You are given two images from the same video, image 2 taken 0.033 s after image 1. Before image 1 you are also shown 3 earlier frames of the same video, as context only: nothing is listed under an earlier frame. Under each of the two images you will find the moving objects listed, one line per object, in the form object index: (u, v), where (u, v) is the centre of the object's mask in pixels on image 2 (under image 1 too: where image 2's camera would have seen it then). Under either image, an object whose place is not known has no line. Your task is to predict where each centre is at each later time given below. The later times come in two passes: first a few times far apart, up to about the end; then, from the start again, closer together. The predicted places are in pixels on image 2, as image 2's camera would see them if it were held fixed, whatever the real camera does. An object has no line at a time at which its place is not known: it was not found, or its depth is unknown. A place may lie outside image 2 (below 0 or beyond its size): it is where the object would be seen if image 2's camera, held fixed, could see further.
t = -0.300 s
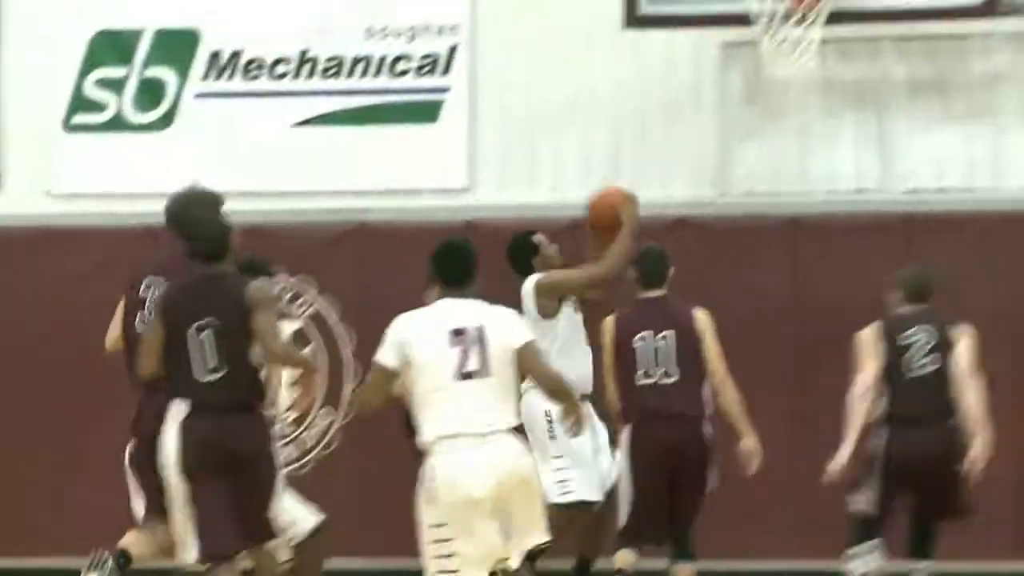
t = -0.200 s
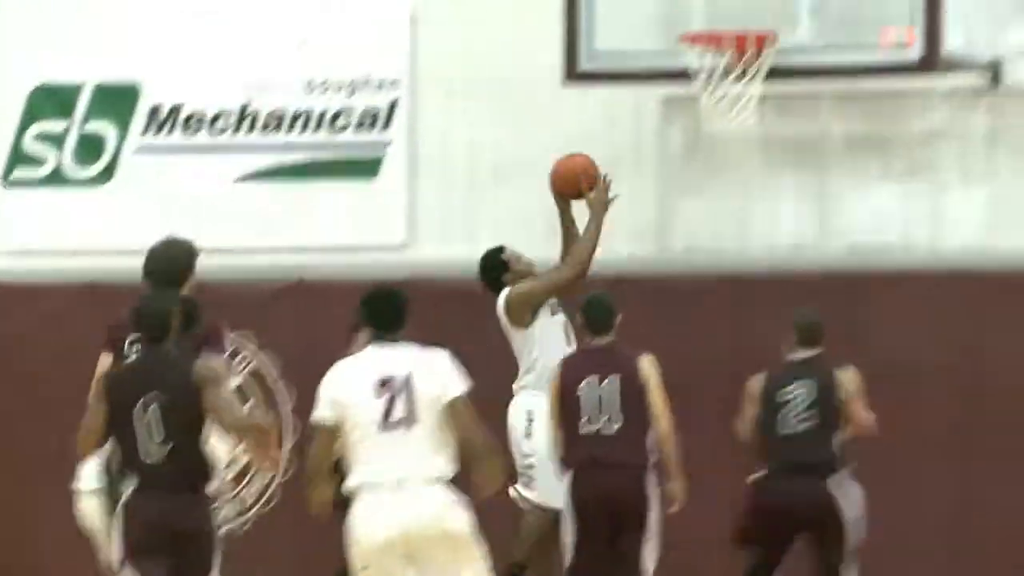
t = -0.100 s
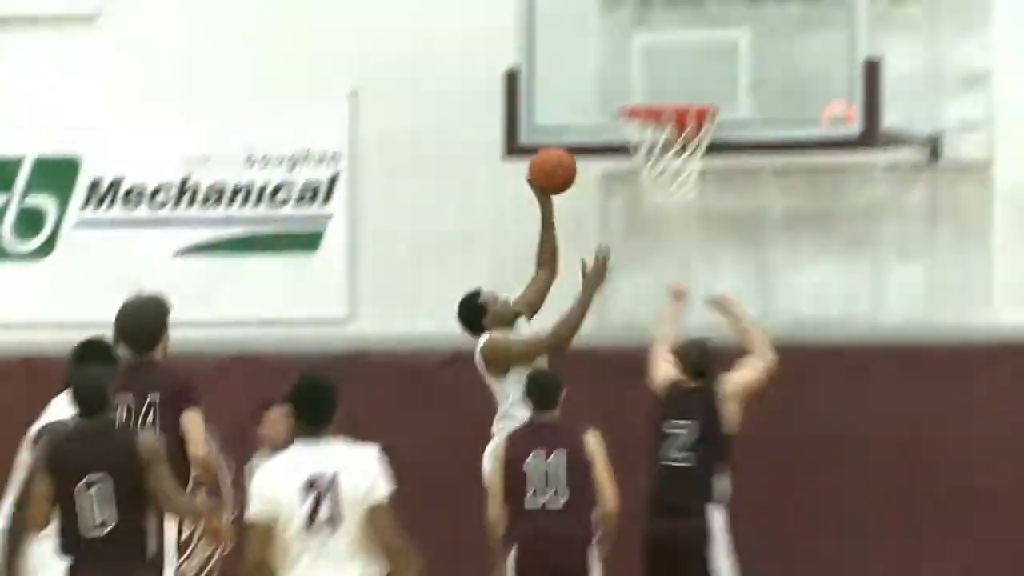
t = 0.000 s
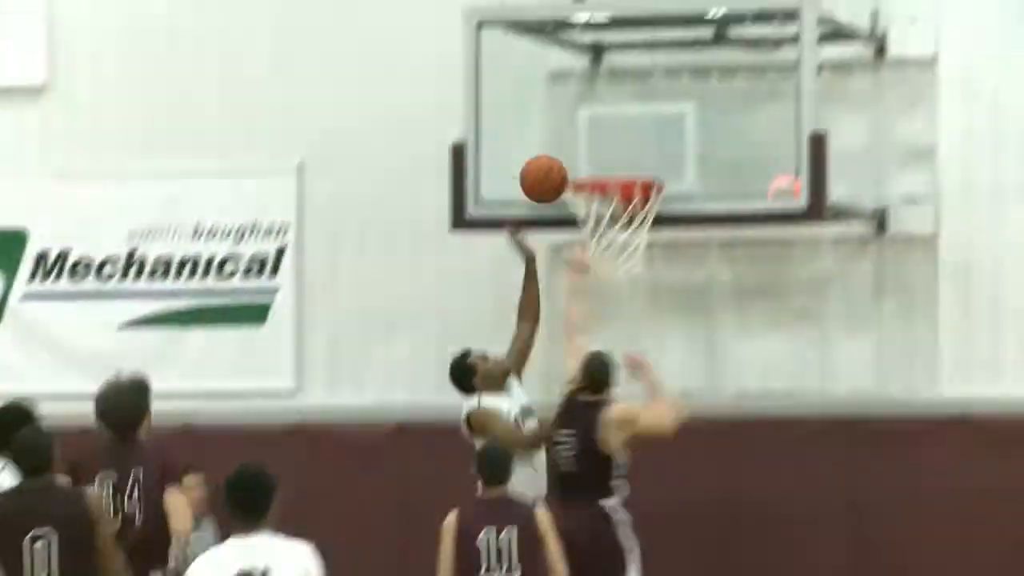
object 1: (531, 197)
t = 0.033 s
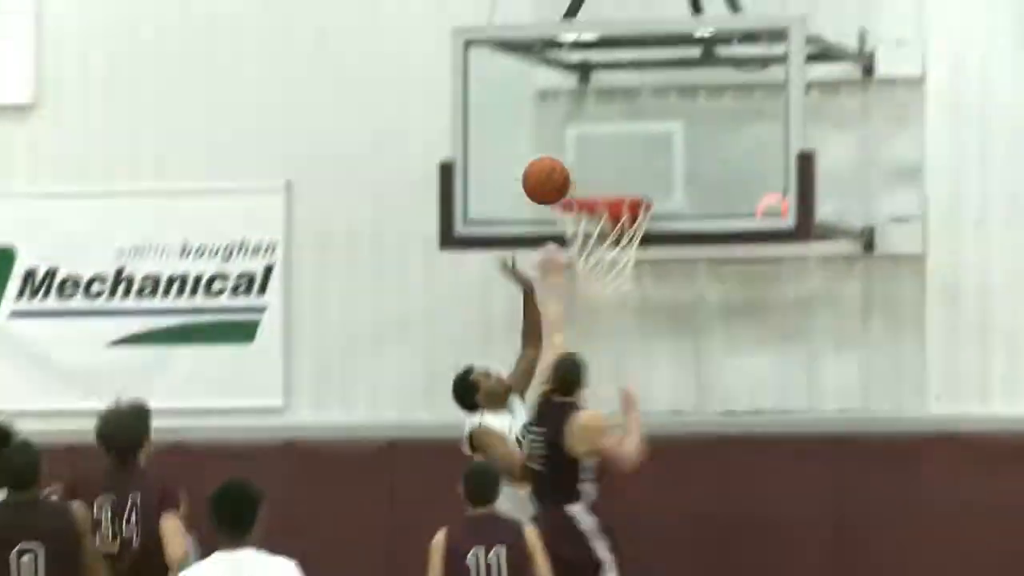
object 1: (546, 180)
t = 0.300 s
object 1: (607, 159)
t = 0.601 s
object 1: (591, 218)
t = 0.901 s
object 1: (601, 312)
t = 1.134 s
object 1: (629, 459)
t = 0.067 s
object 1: (559, 167)
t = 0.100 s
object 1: (566, 159)
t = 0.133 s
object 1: (573, 154)
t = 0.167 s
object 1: (580, 150)
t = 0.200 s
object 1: (587, 150)
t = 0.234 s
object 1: (594, 150)
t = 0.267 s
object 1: (600, 153)
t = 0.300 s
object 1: (607, 159)
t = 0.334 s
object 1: (614, 167)
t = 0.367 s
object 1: (621, 176)
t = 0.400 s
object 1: (628, 183)
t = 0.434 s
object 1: (622, 186)
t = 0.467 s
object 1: (611, 187)
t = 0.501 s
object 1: (601, 189)
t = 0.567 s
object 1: (574, 229)
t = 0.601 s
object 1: (591, 218)
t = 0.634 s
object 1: (574, 244)
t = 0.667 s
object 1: (577, 249)
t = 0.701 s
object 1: (576, 276)
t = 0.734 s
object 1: (579, 282)
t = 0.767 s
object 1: (582, 288)
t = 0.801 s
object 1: (584, 289)
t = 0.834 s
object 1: (591, 297)
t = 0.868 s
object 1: (597, 304)
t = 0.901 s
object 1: (601, 312)
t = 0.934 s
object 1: (606, 325)
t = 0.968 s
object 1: (610, 342)
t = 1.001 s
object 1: (613, 361)
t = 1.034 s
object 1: (617, 382)
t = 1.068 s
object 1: (622, 405)
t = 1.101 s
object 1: (626, 430)
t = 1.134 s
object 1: (629, 459)
